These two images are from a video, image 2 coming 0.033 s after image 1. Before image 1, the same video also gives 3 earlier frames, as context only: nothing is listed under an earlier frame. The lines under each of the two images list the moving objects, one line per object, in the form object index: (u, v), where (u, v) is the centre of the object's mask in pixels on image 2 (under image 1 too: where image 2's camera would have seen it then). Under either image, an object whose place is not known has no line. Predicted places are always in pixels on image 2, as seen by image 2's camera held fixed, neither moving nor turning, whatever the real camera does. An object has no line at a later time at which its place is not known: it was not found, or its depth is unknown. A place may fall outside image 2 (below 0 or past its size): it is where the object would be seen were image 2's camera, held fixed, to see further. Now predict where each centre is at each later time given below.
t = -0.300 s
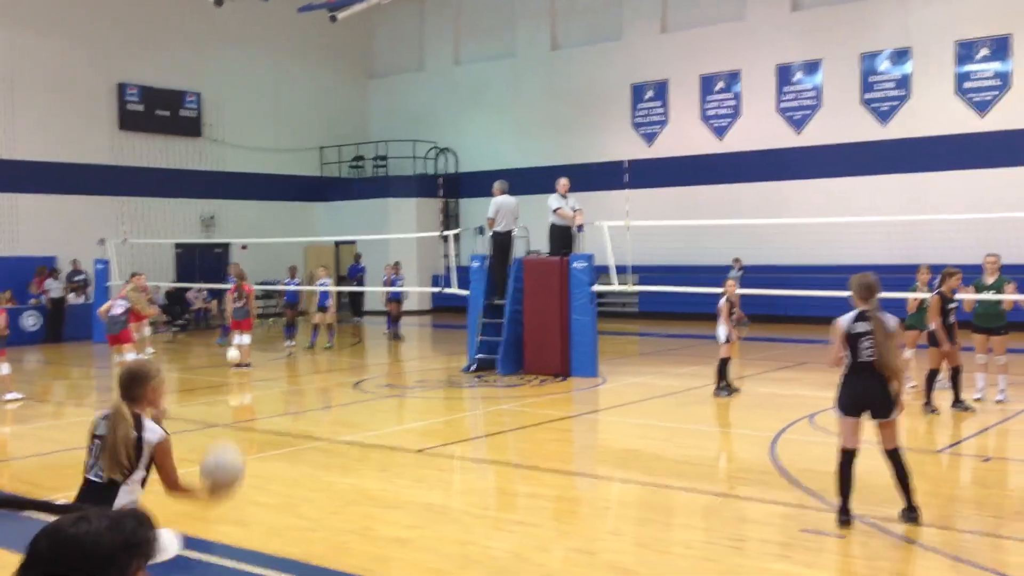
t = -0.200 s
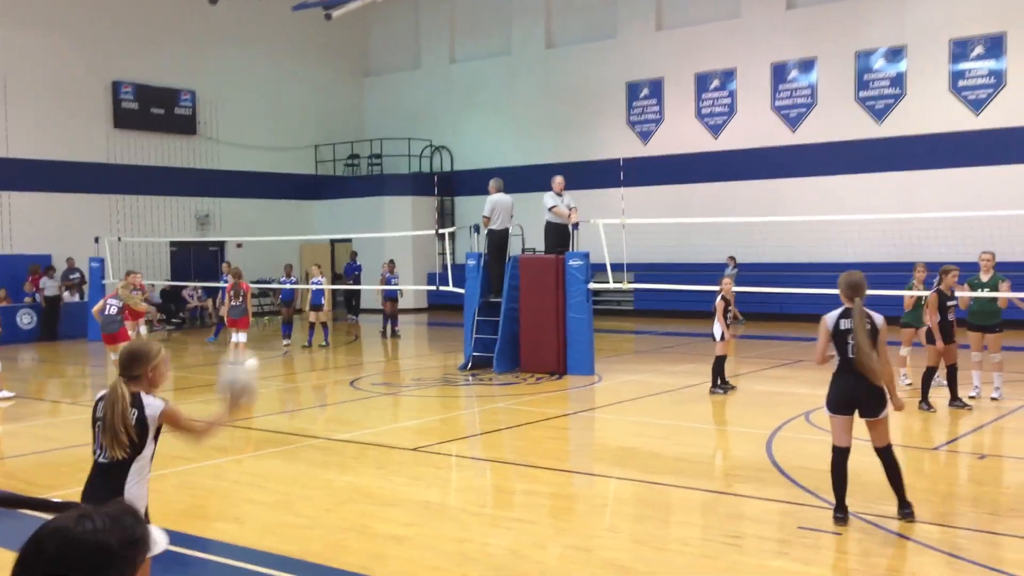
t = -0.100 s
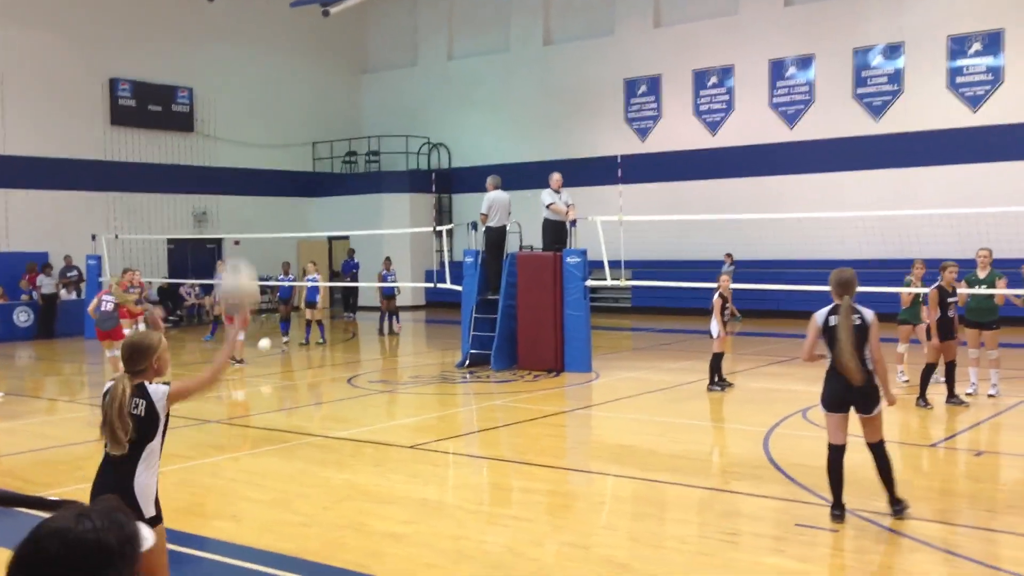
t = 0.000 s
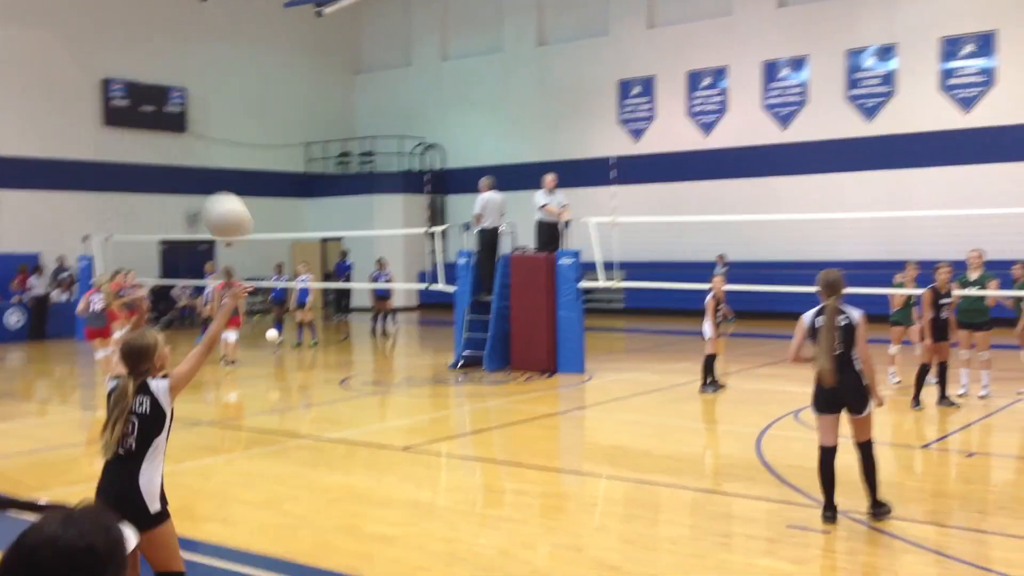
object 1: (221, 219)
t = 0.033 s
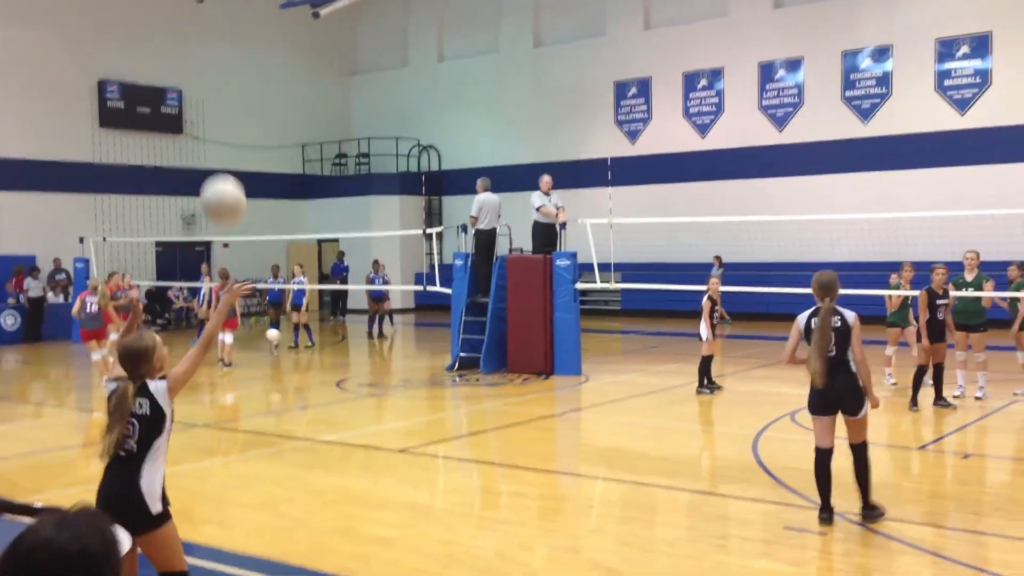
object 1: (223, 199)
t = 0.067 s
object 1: (224, 181)
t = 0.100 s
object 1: (228, 165)
